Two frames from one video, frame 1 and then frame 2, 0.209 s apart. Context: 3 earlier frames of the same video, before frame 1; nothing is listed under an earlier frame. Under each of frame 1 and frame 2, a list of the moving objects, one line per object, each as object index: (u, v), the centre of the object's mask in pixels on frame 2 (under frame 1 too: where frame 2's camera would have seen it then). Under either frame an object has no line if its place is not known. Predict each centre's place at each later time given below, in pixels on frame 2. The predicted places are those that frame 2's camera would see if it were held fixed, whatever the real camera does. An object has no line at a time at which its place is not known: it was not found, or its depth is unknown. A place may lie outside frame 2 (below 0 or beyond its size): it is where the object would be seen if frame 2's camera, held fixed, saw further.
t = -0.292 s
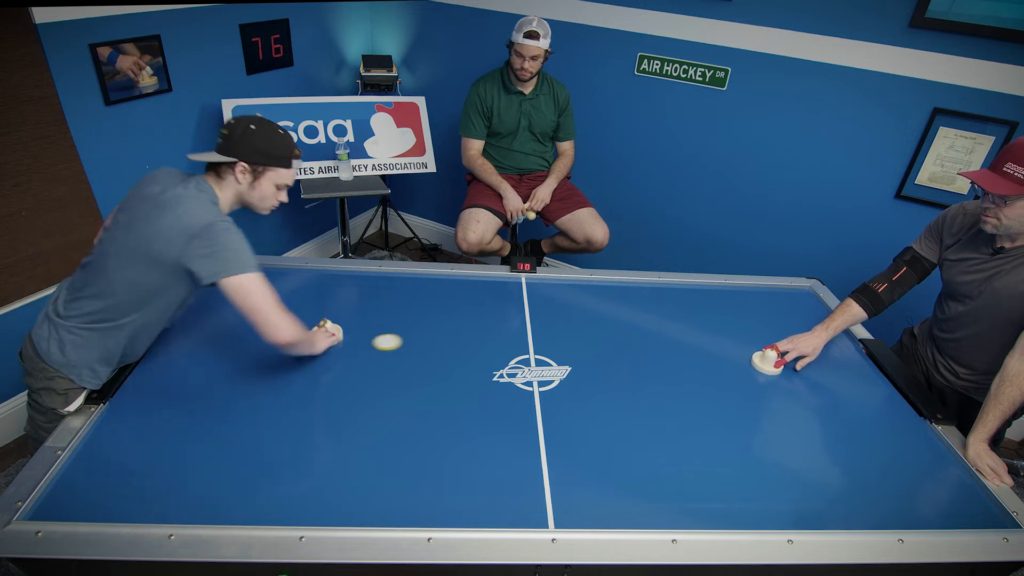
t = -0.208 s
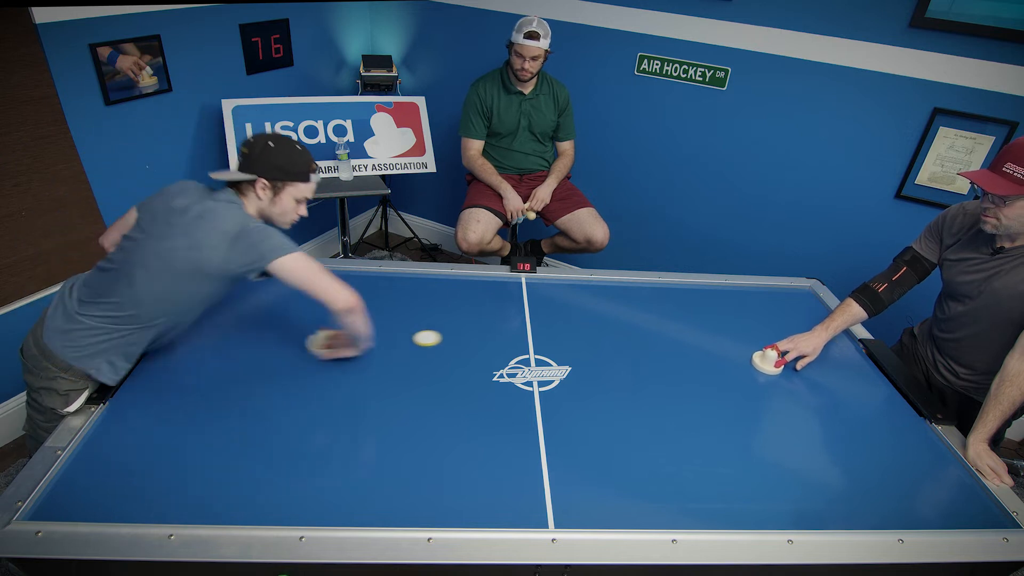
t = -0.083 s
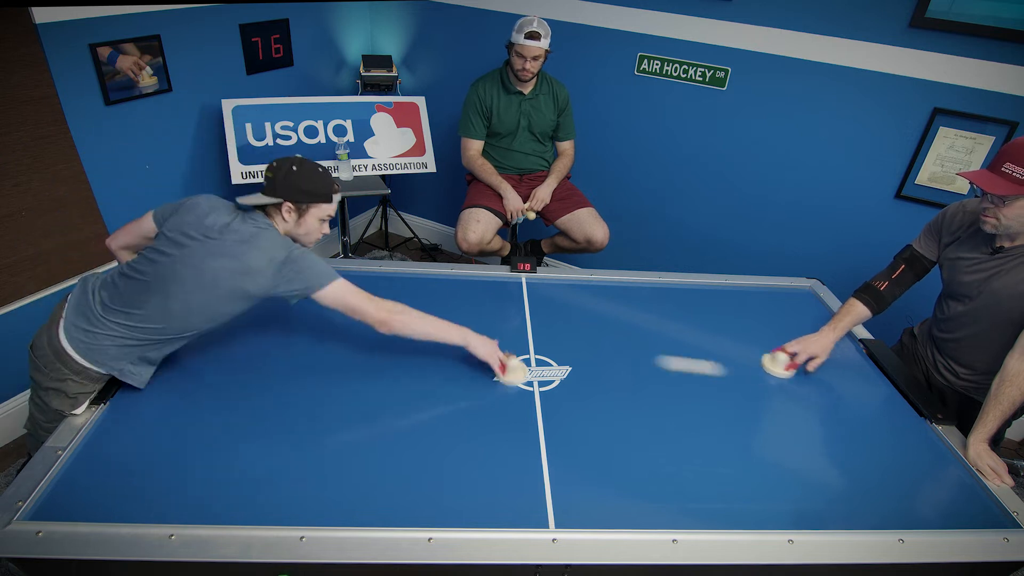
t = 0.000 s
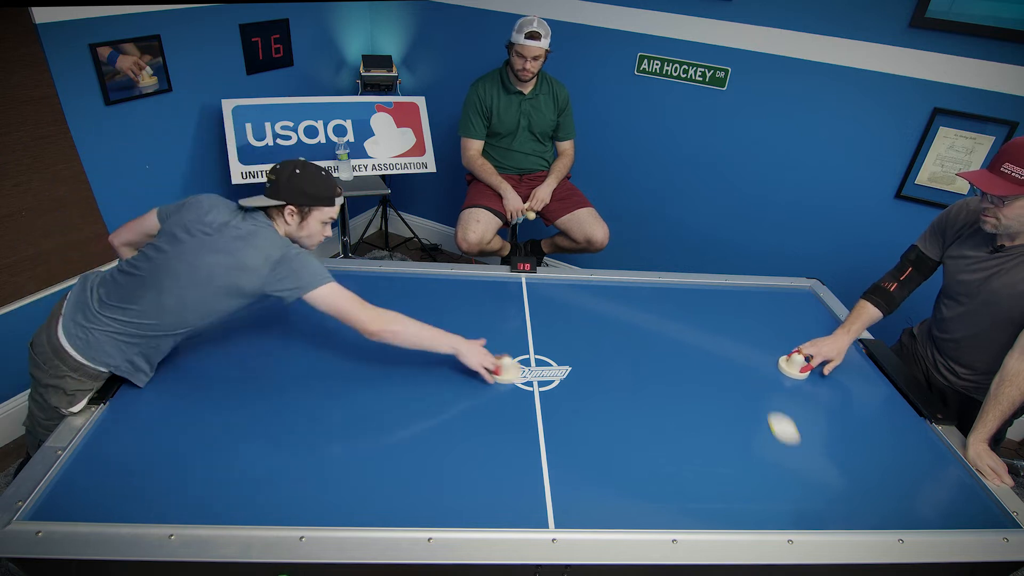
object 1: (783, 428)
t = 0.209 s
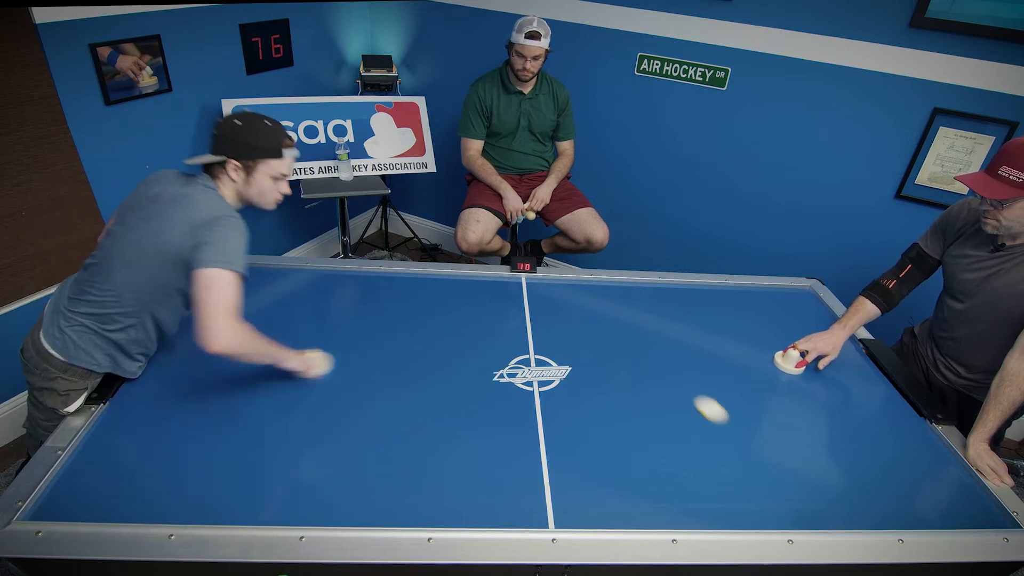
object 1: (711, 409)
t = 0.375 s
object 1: (617, 312)
